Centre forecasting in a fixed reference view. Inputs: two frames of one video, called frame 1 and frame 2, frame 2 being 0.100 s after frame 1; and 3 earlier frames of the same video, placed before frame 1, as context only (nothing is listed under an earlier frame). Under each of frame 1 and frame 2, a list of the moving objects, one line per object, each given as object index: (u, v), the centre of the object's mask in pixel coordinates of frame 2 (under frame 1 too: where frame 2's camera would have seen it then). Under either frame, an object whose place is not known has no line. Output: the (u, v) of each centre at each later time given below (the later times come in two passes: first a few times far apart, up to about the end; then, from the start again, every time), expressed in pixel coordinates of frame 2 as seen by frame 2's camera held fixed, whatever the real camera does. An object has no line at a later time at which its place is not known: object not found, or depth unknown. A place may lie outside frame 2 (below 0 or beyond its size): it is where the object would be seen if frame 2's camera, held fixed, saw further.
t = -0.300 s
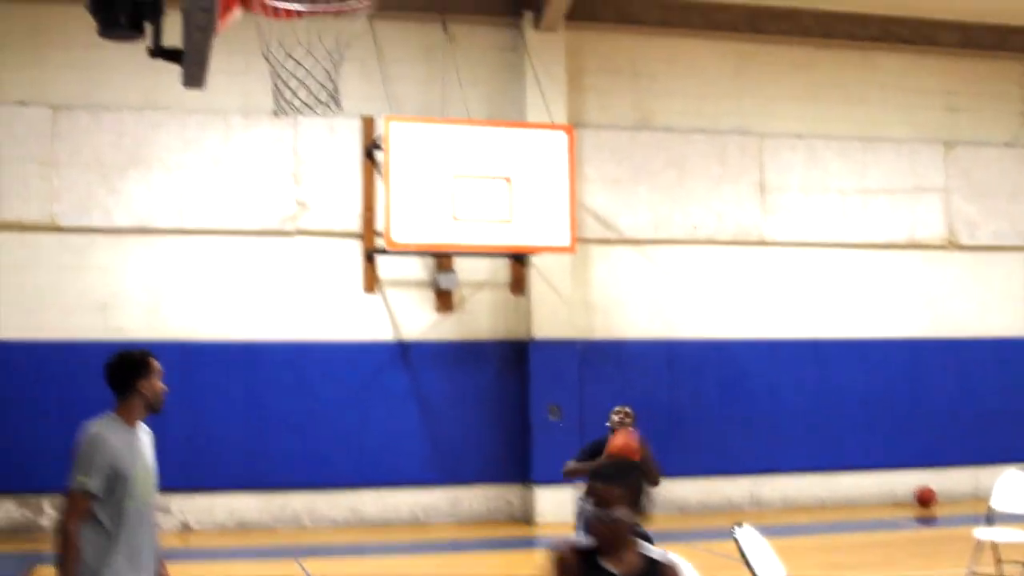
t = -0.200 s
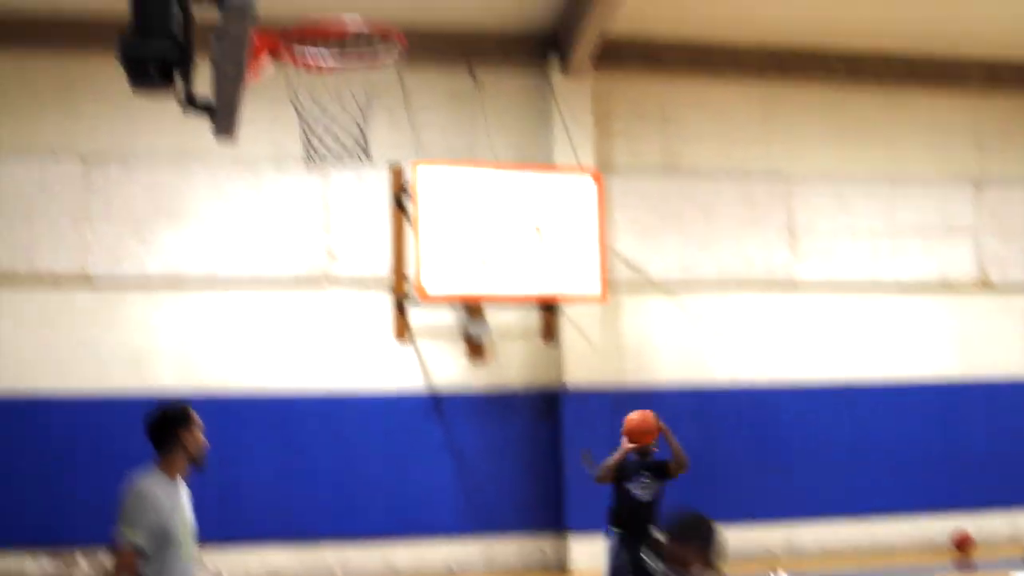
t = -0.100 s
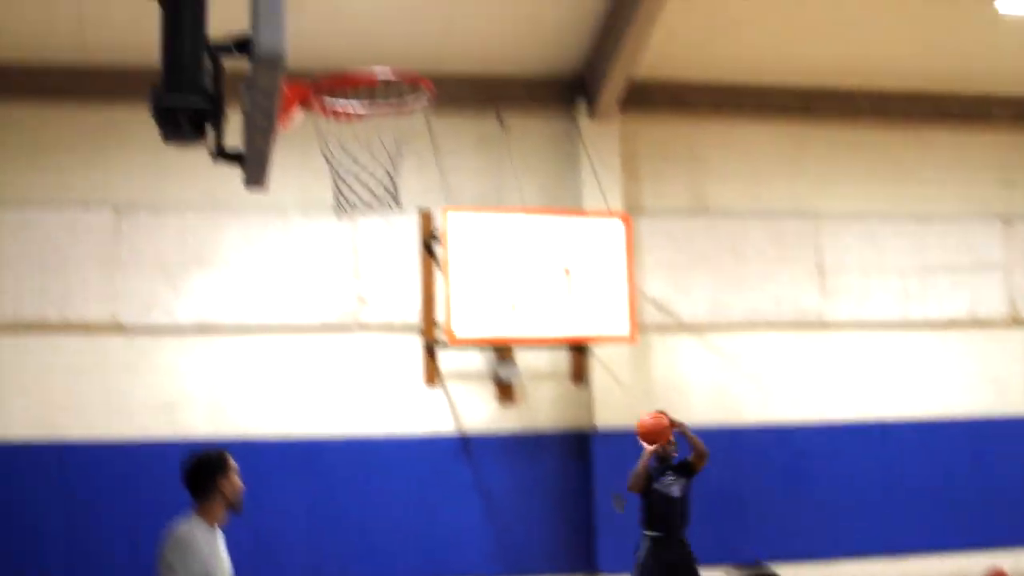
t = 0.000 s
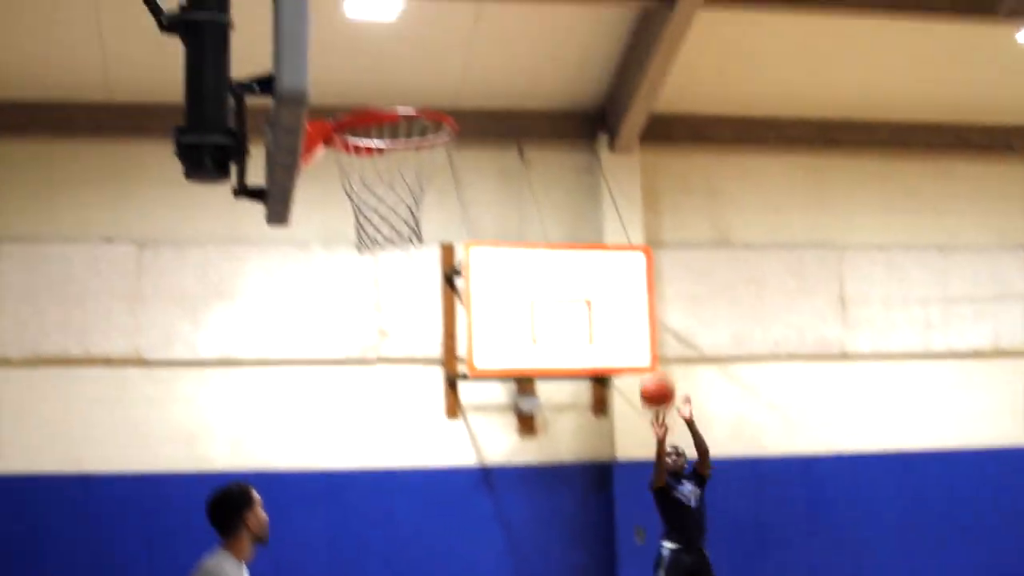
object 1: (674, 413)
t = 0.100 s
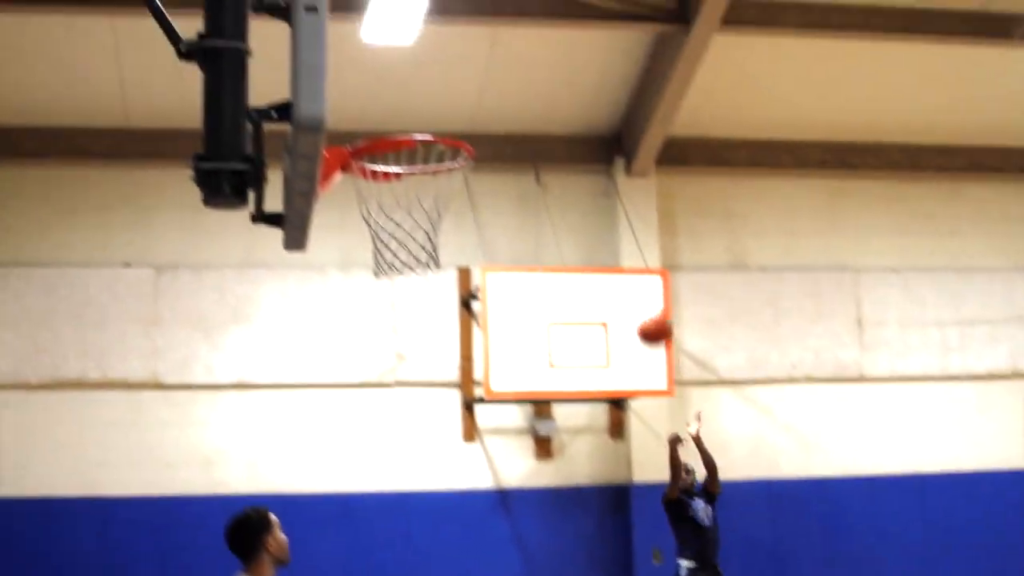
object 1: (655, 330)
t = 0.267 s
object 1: (618, 204)
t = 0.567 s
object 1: (543, 64)
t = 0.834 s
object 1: (462, 55)
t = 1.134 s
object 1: (427, 256)
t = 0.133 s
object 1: (648, 303)
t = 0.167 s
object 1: (641, 274)
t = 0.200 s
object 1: (632, 249)
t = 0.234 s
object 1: (625, 227)
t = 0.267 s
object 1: (618, 204)
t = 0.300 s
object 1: (611, 183)
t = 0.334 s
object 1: (603, 164)
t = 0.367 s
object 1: (596, 145)
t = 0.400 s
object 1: (588, 129)
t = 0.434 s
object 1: (579, 113)
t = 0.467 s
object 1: (570, 98)
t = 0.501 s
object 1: (562, 86)
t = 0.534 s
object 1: (552, 74)
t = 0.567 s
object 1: (543, 64)
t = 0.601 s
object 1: (534, 56)
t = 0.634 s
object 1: (525, 49)
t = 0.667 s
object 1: (516, 45)
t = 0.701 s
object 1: (506, 42)
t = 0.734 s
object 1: (496, 42)
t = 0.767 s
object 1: (485, 43)
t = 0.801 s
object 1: (474, 47)
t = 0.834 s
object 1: (462, 55)
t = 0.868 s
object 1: (451, 64)
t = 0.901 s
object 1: (438, 76)
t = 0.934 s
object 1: (425, 91)
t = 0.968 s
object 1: (413, 107)
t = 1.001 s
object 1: (401, 119)
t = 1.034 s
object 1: (387, 160)
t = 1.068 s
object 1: (395, 189)
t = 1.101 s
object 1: (409, 220)
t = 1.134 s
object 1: (427, 256)
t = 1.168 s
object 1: (441, 283)
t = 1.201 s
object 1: (455, 320)
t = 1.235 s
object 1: (470, 356)
